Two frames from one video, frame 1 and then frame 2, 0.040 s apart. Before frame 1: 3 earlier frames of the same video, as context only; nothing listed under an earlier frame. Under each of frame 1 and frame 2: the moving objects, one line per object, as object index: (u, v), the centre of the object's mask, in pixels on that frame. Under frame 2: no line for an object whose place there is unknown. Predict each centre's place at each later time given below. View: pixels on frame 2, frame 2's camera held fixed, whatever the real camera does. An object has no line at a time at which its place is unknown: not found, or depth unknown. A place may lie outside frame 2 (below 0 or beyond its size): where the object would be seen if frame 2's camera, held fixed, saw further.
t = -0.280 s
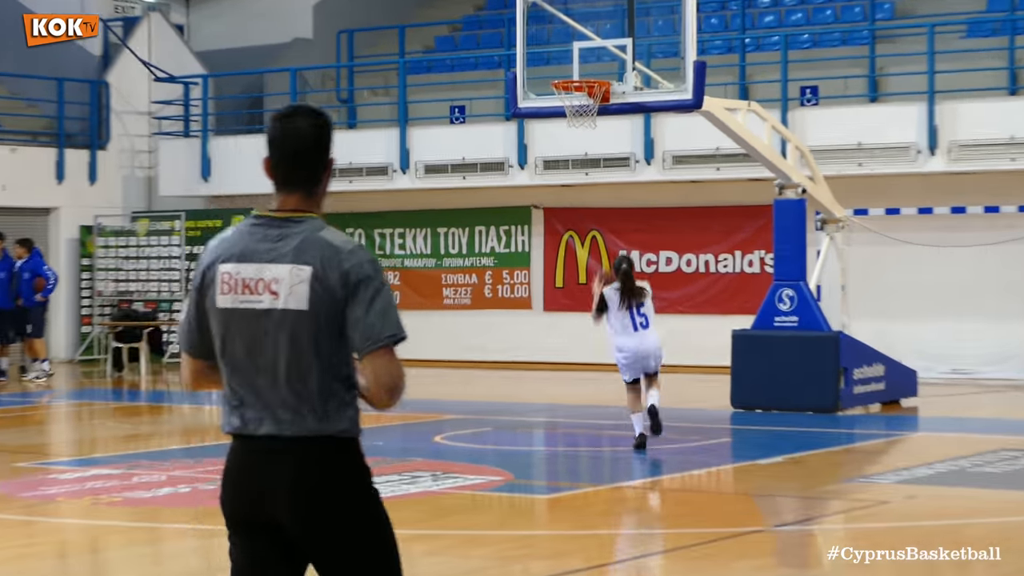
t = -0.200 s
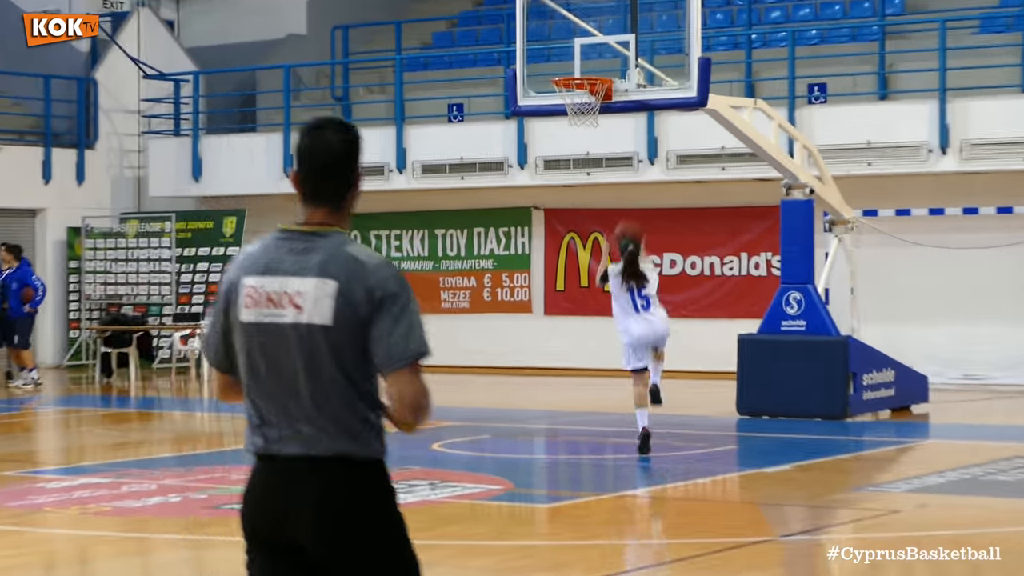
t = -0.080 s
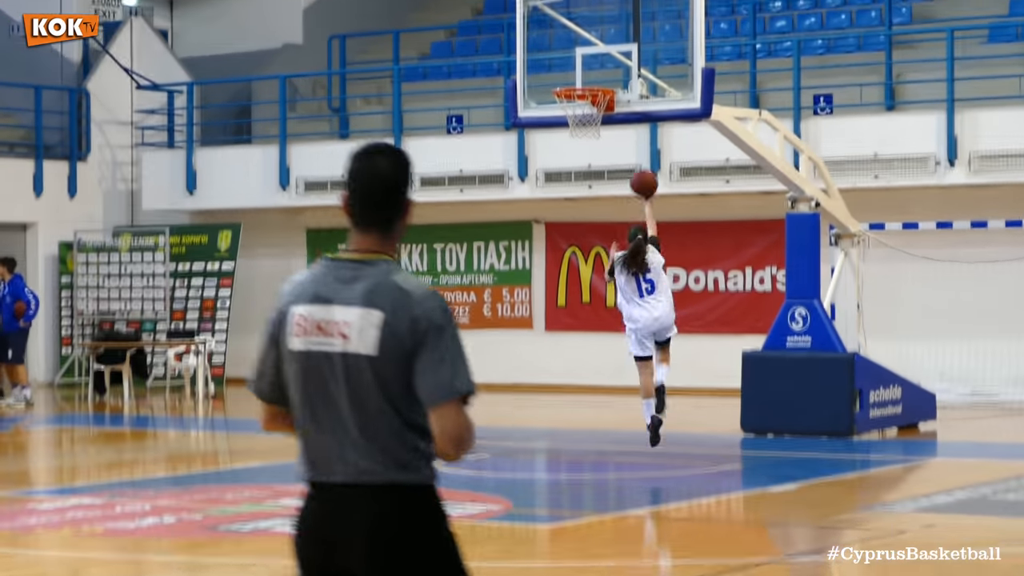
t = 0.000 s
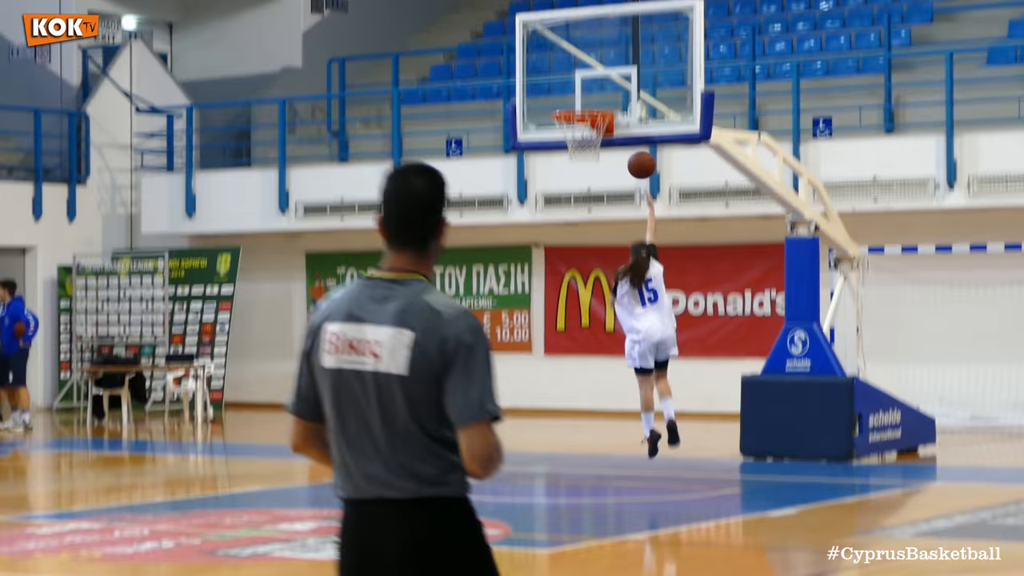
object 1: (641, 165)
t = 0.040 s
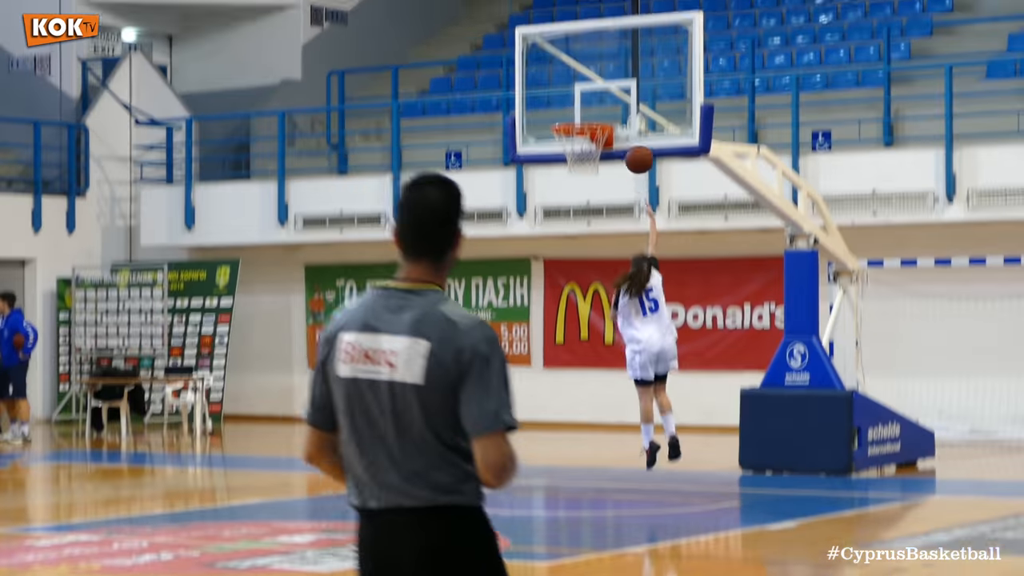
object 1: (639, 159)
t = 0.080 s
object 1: (638, 141)
